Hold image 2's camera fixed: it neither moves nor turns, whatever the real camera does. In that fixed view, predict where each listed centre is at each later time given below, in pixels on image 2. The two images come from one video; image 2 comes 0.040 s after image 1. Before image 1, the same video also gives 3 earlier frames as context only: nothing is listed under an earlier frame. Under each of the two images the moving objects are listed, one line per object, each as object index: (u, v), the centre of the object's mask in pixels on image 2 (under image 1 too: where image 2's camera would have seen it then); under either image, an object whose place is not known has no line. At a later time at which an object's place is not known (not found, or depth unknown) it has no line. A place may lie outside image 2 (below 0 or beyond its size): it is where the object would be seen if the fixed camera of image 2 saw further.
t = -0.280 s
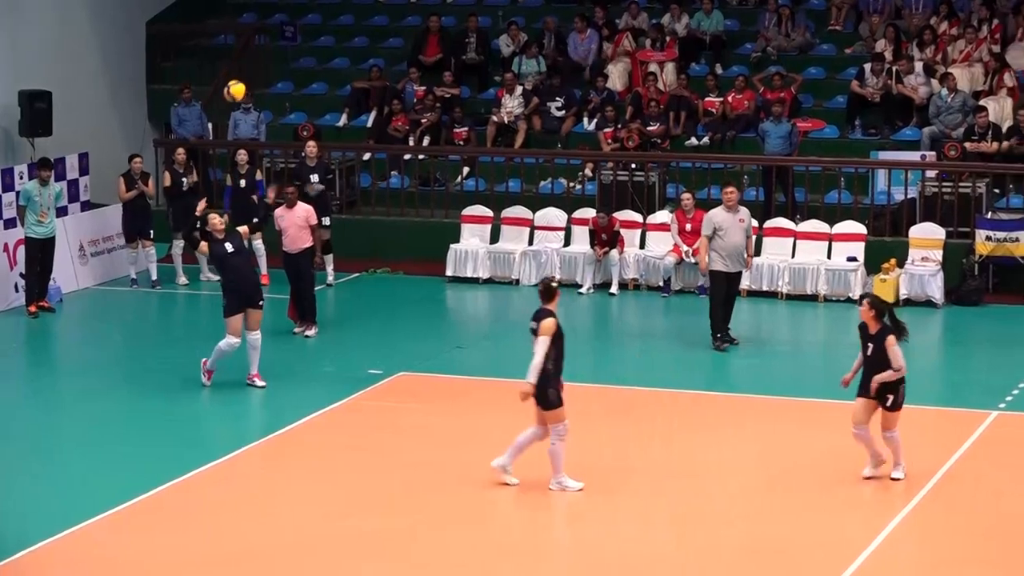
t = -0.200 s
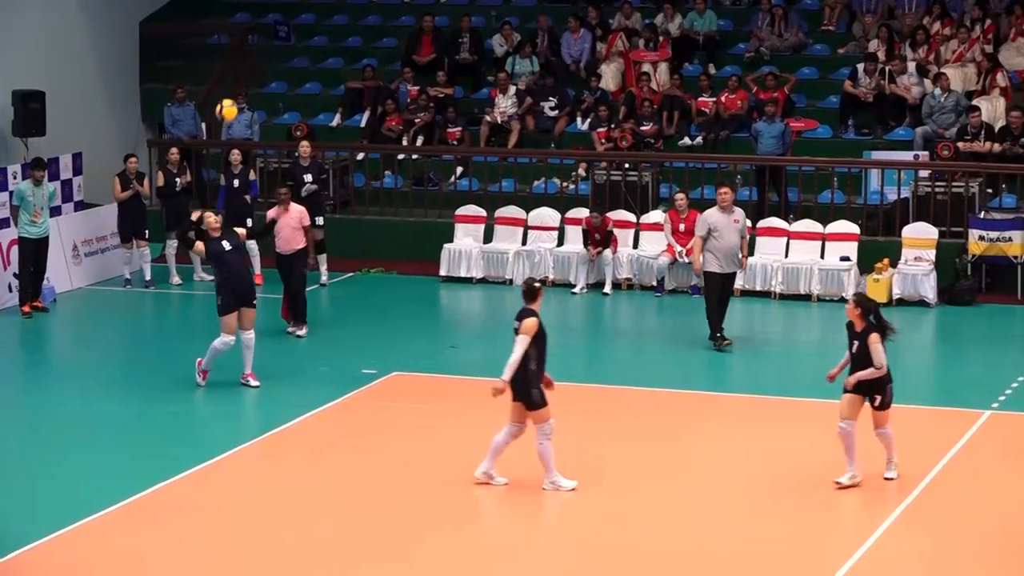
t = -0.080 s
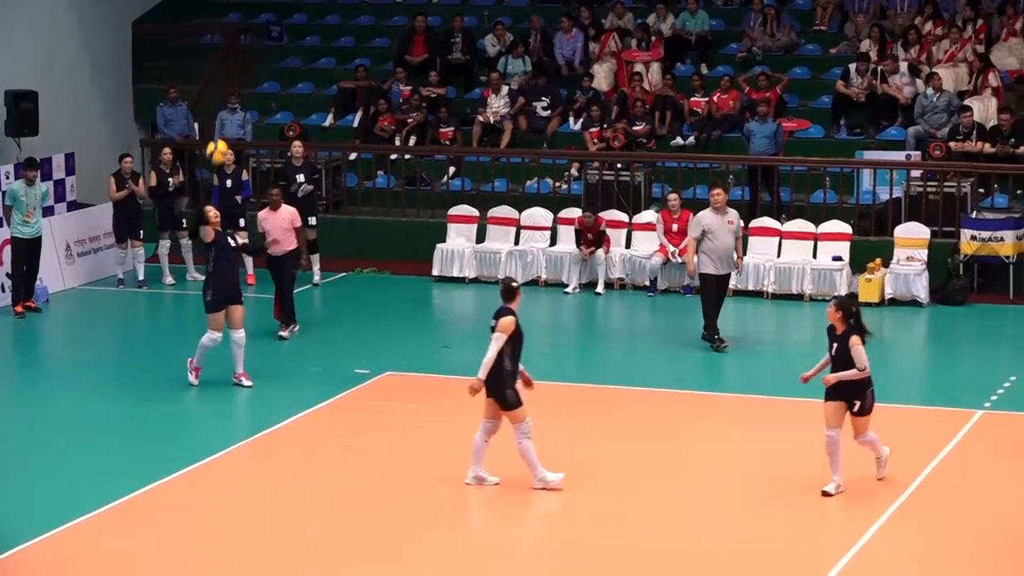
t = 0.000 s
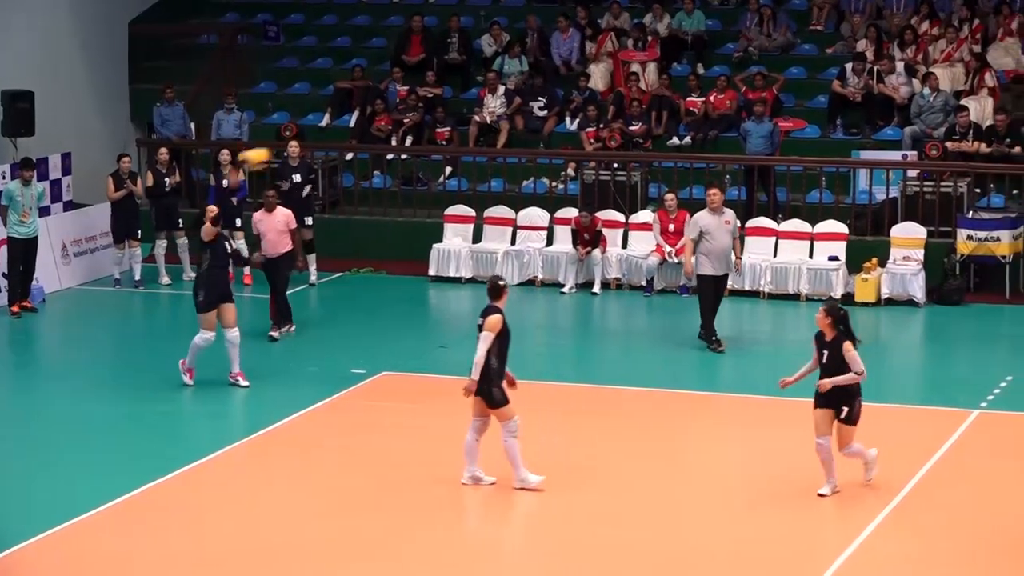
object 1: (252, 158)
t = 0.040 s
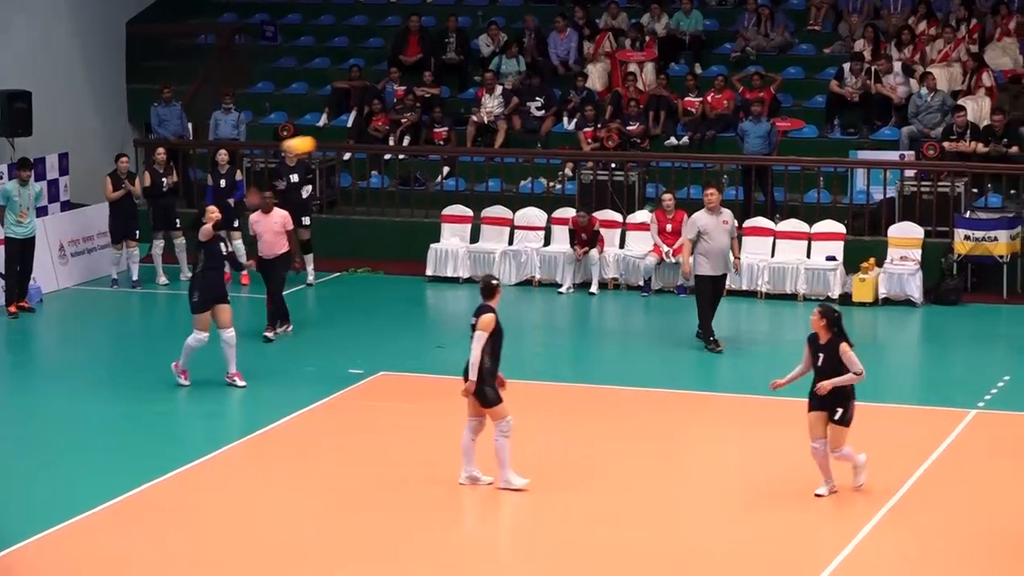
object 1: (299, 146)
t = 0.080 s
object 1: (347, 135)
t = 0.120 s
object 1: (396, 126)
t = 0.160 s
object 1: (446, 119)
